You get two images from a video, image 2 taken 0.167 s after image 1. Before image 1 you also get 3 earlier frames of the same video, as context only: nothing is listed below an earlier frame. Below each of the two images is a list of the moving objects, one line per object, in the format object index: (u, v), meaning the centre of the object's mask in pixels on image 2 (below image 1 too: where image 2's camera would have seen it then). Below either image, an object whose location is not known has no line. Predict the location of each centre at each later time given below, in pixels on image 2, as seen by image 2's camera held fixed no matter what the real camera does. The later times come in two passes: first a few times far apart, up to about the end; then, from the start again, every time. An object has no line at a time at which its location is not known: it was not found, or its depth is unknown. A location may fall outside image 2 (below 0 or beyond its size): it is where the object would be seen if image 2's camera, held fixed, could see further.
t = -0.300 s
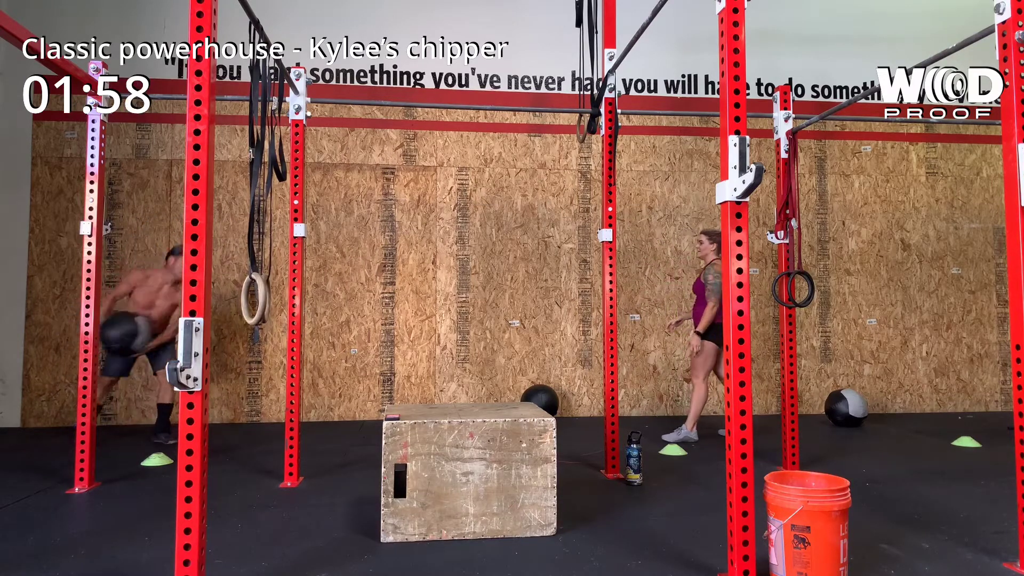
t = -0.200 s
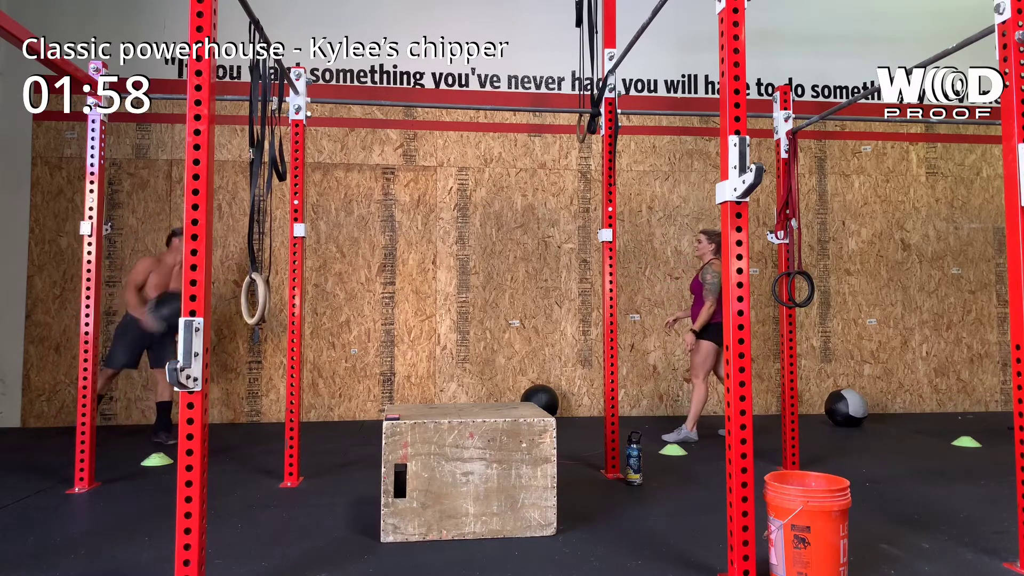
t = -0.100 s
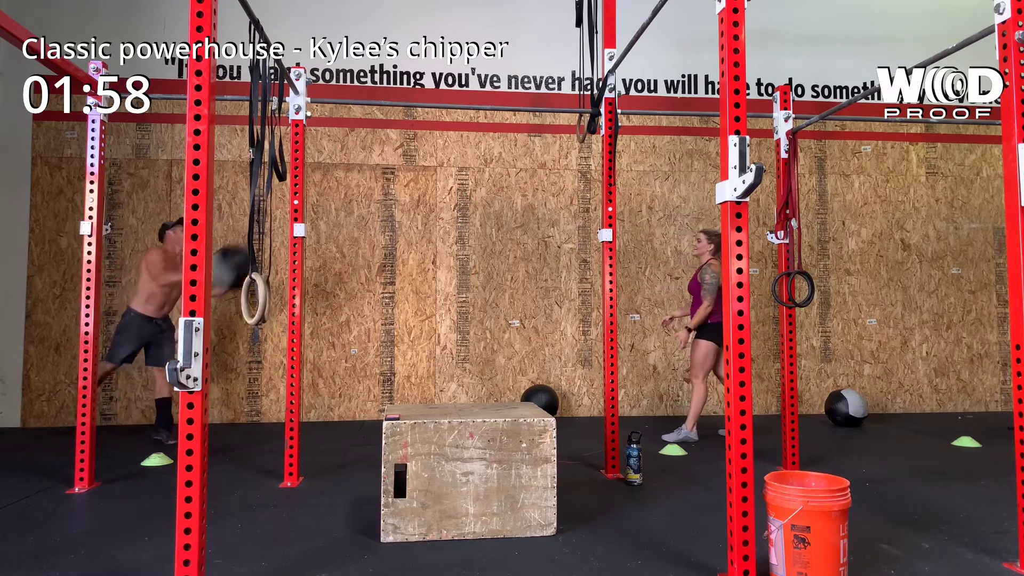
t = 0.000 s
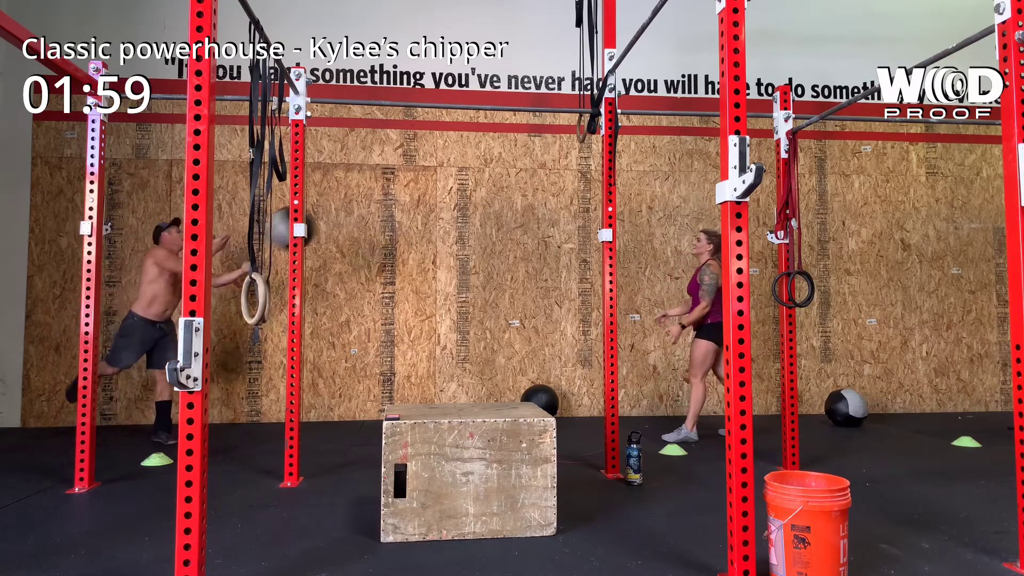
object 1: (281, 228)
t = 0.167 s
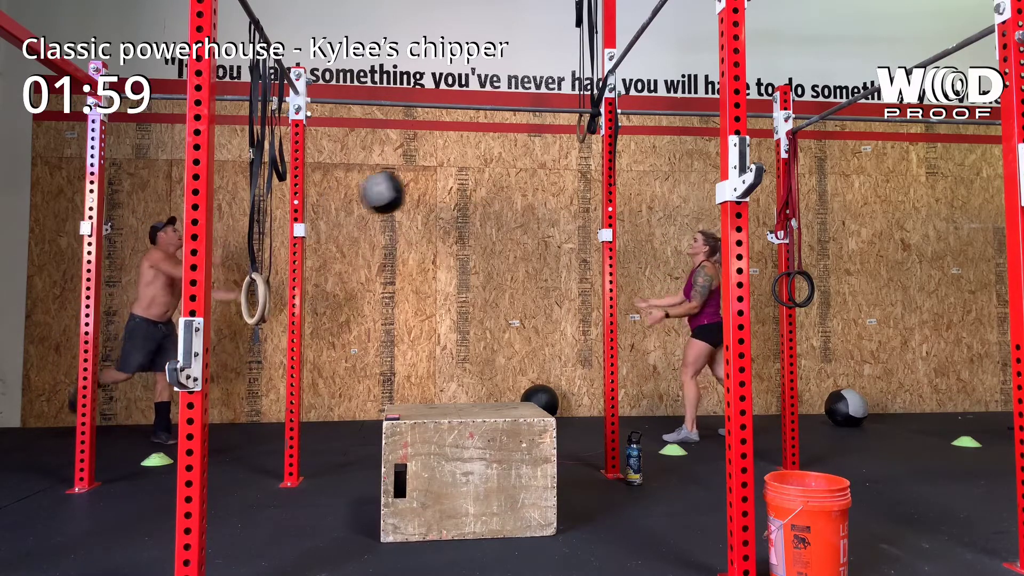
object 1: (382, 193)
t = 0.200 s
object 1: (400, 190)
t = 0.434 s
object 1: (516, 206)
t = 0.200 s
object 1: (400, 190)
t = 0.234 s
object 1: (418, 188)
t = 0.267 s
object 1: (434, 188)
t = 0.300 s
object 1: (451, 189)
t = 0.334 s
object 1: (468, 191)
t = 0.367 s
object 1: (485, 195)
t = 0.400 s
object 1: (500, 200)
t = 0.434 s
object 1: (516, 206)
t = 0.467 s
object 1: (532, 213)
